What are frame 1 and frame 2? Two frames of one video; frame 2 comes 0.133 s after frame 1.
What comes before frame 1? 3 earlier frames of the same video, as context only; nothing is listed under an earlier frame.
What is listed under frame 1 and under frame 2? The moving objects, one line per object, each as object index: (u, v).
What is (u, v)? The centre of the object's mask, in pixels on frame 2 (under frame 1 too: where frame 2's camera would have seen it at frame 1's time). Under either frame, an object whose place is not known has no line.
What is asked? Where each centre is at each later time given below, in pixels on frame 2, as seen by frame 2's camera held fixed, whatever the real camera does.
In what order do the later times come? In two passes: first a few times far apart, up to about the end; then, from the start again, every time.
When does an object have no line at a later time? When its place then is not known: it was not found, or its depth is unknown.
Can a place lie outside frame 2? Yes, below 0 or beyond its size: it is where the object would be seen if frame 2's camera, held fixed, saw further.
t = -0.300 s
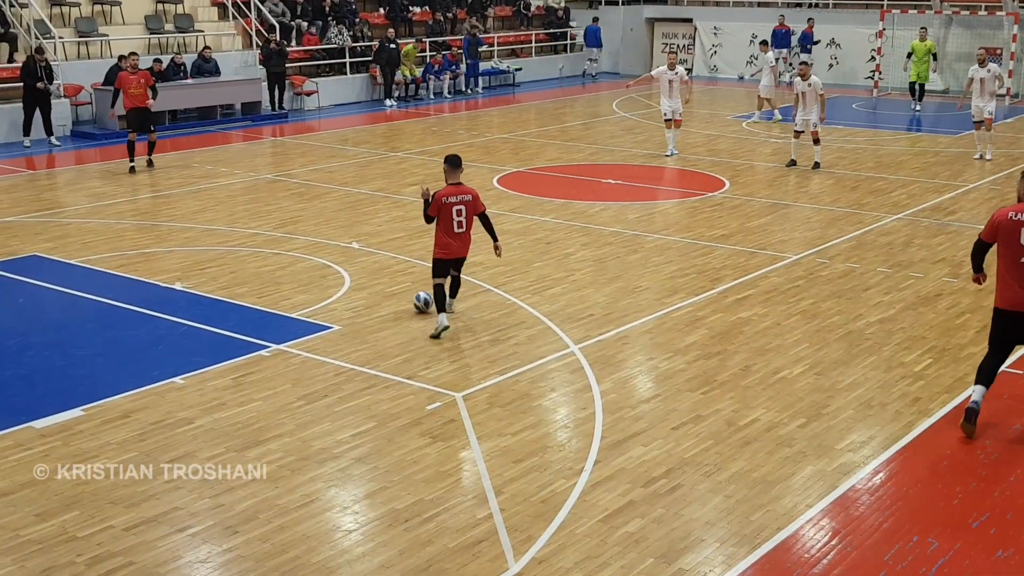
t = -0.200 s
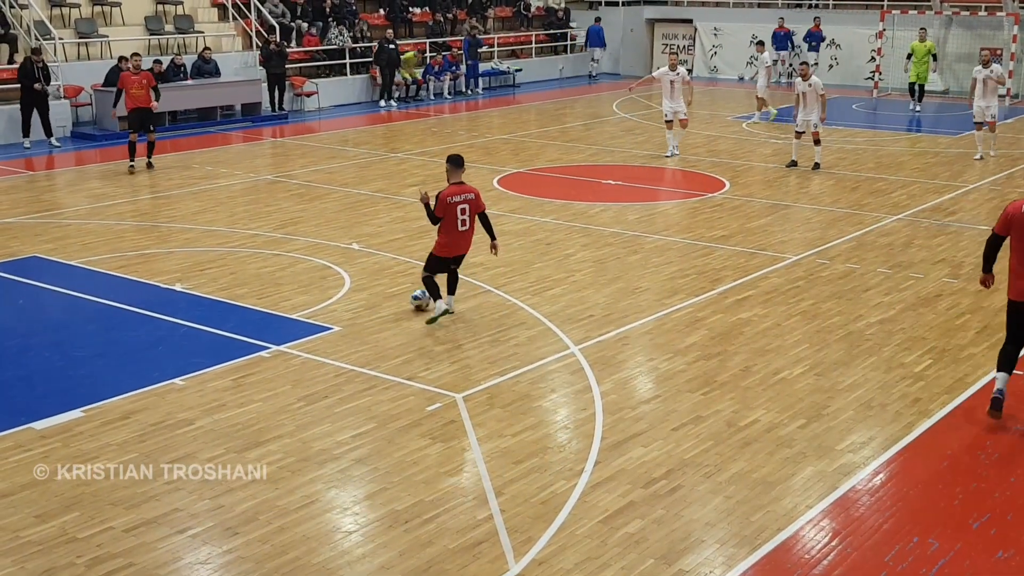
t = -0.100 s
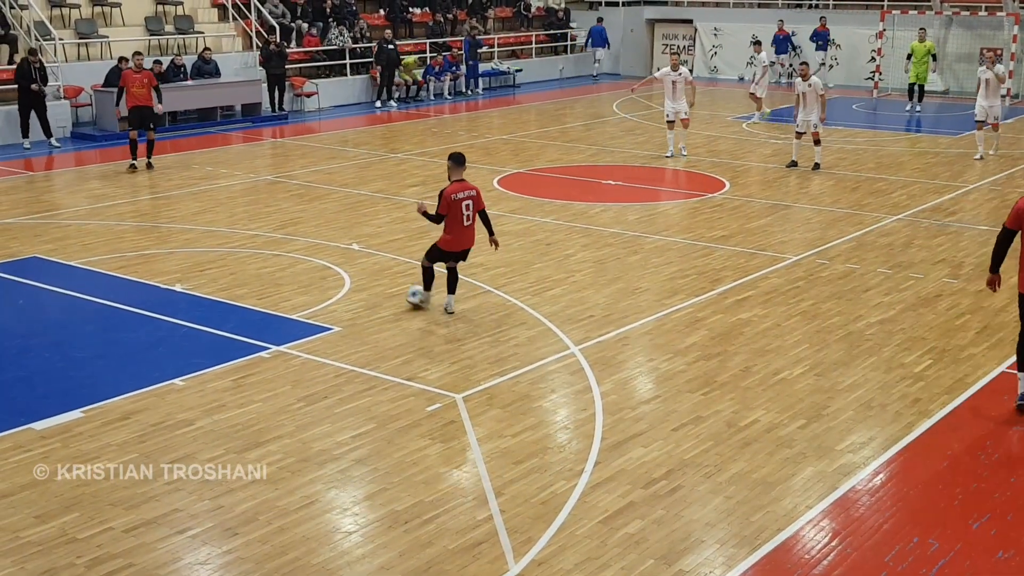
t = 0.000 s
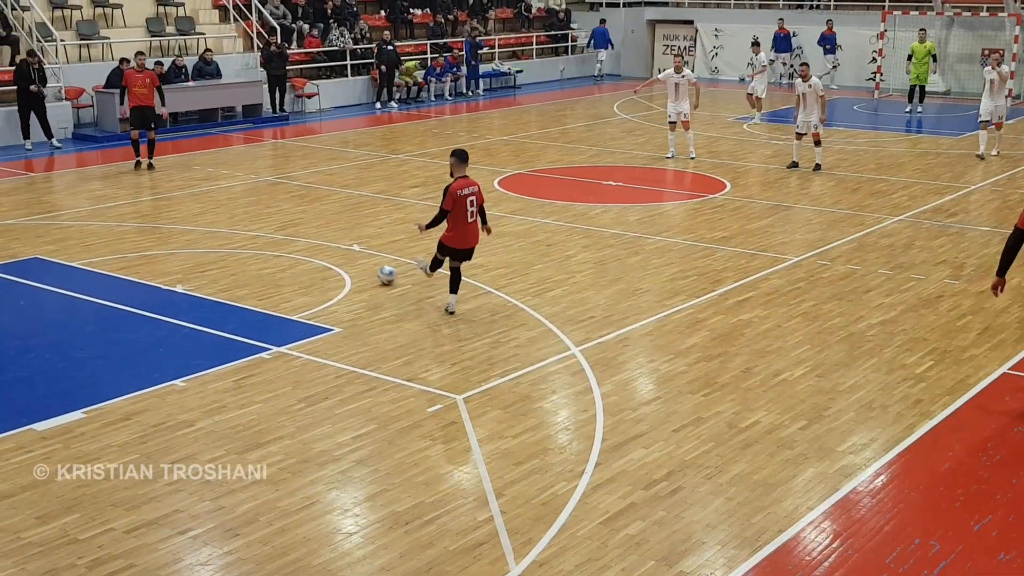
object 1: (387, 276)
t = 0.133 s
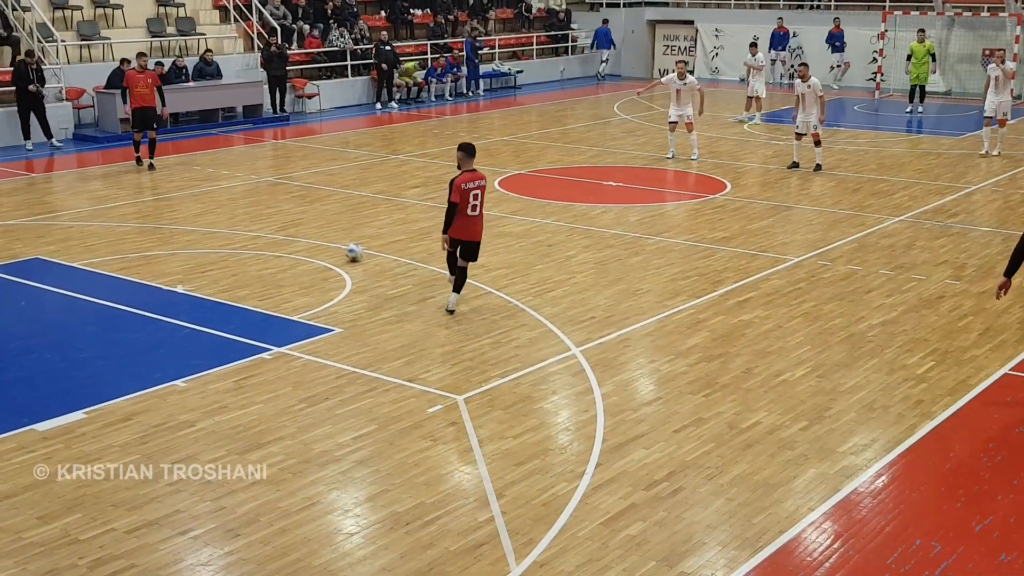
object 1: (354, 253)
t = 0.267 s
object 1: (328, 235)
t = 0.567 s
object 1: (288, 205)
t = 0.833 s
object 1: (265, 186)
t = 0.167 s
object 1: (347, 248)
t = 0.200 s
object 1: (340, 244)
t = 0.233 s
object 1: (334, 239)
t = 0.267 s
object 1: (328, 235)
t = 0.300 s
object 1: (322, 231)
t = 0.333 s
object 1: (317, 227)
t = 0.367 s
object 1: (312, 223)
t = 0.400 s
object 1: (308, 220)
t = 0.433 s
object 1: (303, 216)
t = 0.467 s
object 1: (299, 213)
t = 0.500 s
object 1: (295, 210)
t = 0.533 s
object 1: (291, 207)
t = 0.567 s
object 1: (288, 205)
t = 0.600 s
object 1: (284, 202)
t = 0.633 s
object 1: (282, 200)
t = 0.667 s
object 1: (279, 197)
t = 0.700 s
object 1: (276, 195)
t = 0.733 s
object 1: (273, 193)
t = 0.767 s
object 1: (271, 190)
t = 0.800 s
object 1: (268, 188)
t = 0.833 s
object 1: (265, 186)
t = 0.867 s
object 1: (262, 184)
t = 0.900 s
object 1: (260, 181)
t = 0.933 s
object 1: (258, 180)
